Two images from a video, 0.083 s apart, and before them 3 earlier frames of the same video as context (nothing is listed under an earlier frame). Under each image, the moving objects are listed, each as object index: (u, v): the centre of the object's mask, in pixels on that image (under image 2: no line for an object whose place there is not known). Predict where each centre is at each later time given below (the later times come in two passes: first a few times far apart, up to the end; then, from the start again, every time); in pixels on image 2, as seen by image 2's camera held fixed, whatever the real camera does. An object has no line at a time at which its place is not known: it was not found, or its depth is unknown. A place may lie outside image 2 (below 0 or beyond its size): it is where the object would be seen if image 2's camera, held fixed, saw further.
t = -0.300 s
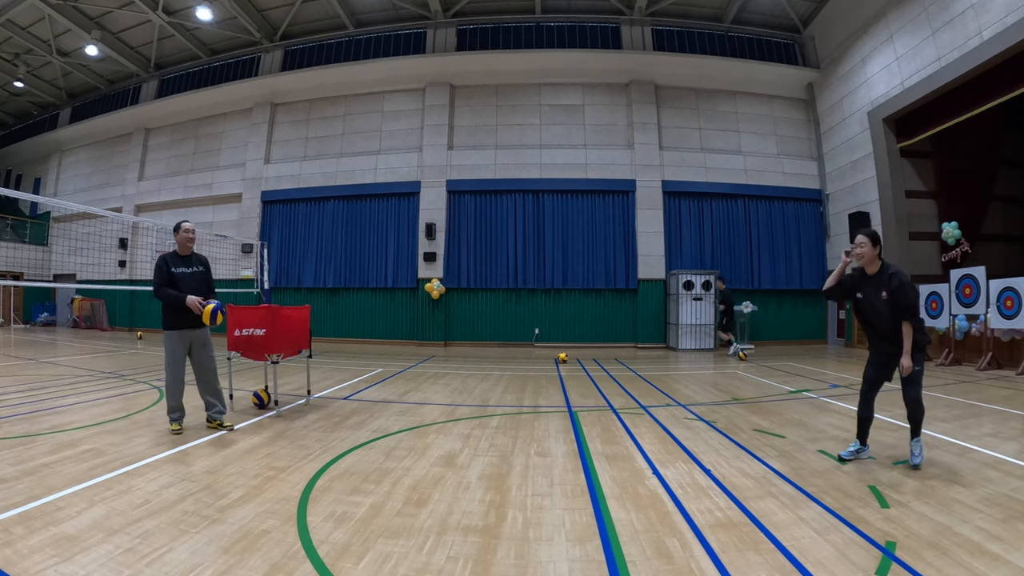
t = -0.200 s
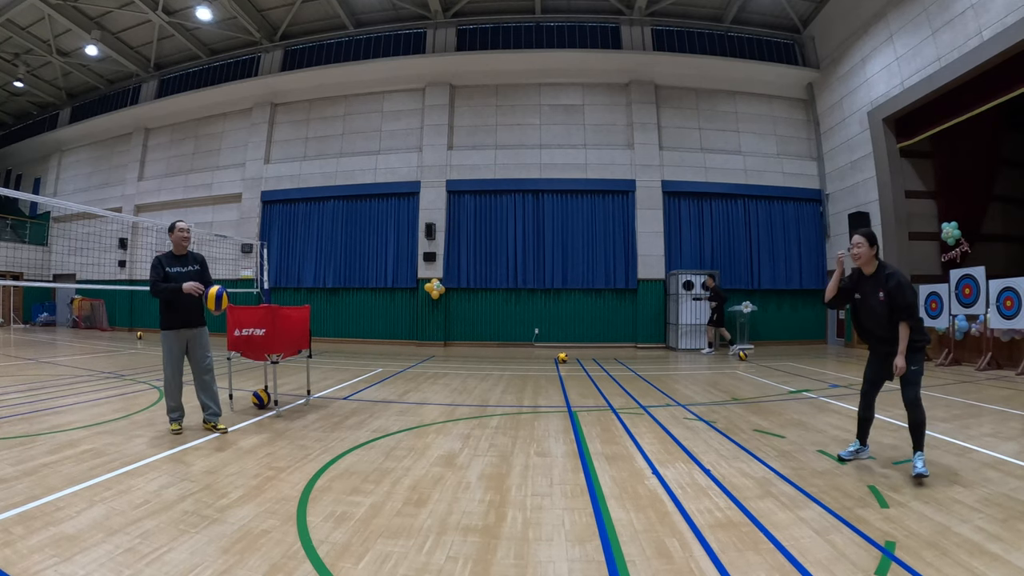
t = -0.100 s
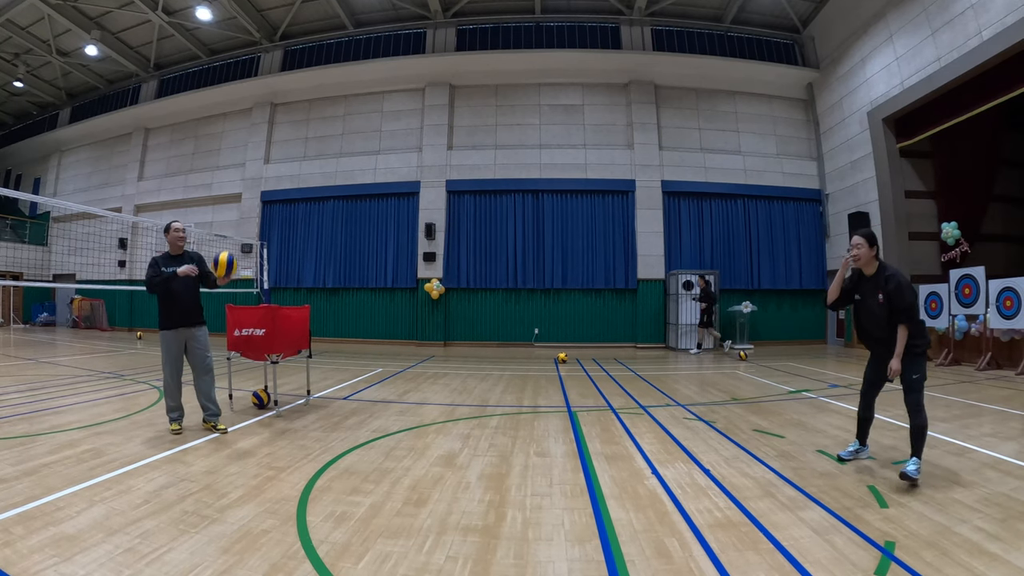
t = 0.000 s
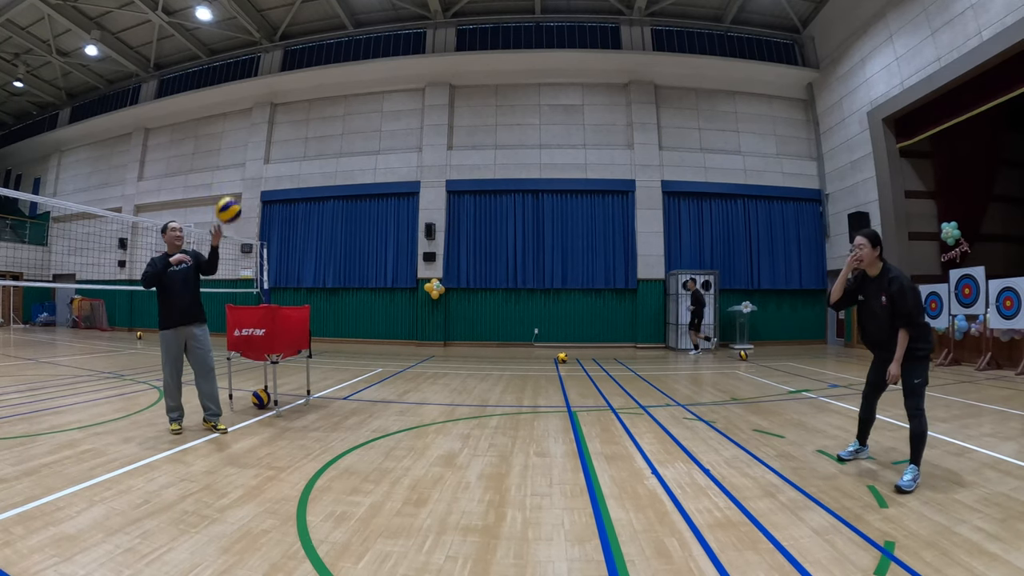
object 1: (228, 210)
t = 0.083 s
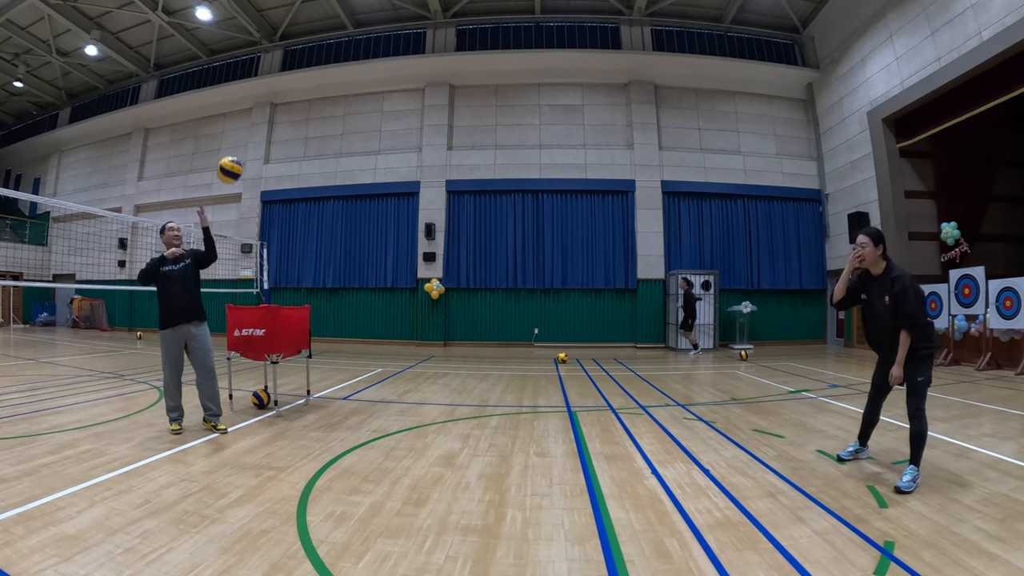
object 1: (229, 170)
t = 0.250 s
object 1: (231, 116)
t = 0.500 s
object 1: (228, 97)
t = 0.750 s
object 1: (215, 142)
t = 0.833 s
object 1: (209, 174)
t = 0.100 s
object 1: (230, 163)
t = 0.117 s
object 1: (231, 156)
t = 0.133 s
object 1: (231, 150)
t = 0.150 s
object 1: (231, 144)
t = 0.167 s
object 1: (231, 139)
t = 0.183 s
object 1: (231, 134)
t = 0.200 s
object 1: (231, 129)
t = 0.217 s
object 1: (231, 125)
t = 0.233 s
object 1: (231, 120)
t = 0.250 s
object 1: (231, 116)
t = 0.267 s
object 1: (232, 113)
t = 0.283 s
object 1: (232, 110)
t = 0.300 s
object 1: (231, 107)
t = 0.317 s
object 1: (231, 105)
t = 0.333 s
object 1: (231, 103)
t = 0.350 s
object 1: (231, 101)
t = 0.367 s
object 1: (231, 99)
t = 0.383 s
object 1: (231, 98)
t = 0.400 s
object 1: (231, 97)
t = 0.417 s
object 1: (230, 96)
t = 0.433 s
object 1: (230, 96)
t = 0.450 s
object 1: (230, 96)
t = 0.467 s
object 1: (229, 96)
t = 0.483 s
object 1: (229, 96)
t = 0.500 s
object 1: (228, 97)
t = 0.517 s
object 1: (228, 98)
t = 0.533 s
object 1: (227, 99)
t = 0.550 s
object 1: (226, 101)
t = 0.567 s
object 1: (225, 103)
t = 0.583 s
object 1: (225, 105)
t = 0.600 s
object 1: (224, 108)
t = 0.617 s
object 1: (223, 110)
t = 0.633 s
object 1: (222, 113)
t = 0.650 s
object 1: (221, 116)
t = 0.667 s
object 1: (220, 120)
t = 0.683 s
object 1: (219, 124)
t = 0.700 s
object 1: (218, 127)
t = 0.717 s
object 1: (217, 132)
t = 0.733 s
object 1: (216, 137)
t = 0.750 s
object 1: (215, 142)
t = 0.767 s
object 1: (214, 148)
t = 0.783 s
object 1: (212, 154)
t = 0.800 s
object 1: (211, 160)
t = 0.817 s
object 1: (210, 167)
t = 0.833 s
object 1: (209, 174)
